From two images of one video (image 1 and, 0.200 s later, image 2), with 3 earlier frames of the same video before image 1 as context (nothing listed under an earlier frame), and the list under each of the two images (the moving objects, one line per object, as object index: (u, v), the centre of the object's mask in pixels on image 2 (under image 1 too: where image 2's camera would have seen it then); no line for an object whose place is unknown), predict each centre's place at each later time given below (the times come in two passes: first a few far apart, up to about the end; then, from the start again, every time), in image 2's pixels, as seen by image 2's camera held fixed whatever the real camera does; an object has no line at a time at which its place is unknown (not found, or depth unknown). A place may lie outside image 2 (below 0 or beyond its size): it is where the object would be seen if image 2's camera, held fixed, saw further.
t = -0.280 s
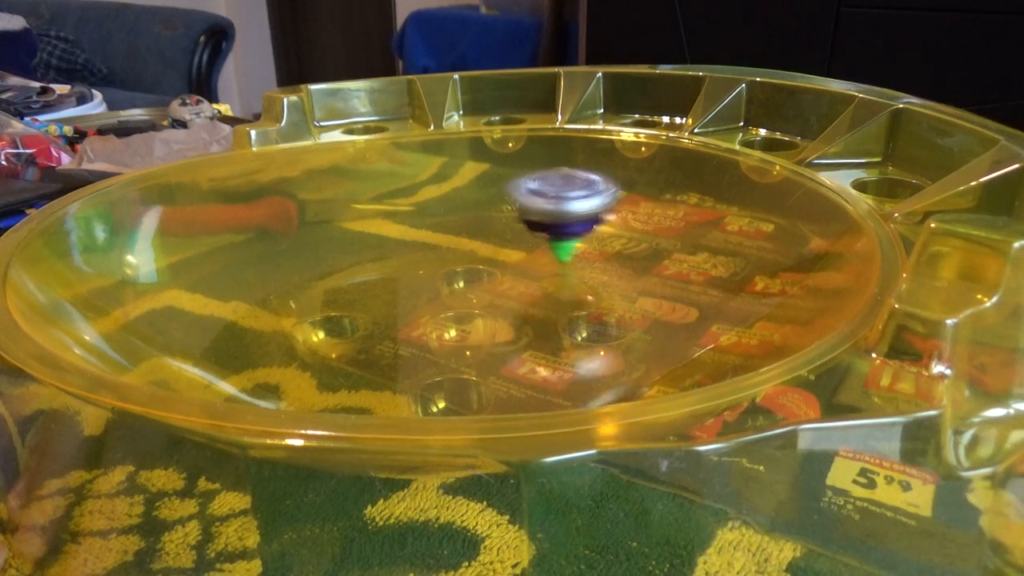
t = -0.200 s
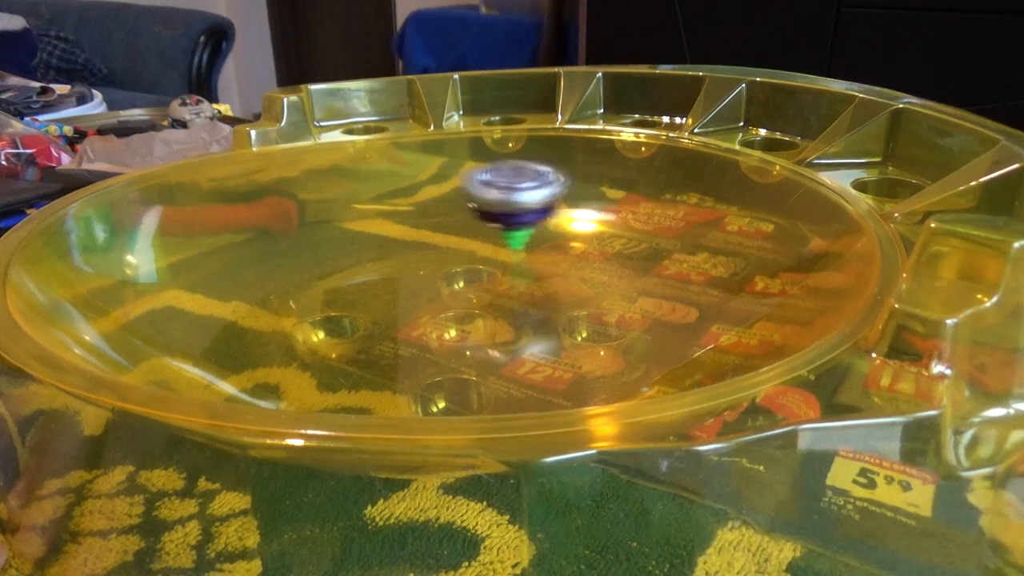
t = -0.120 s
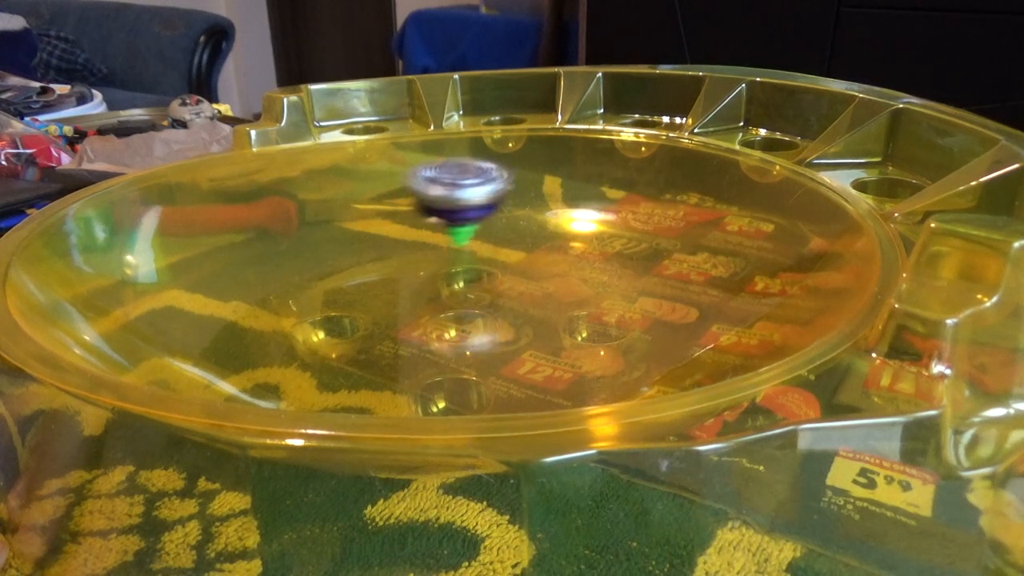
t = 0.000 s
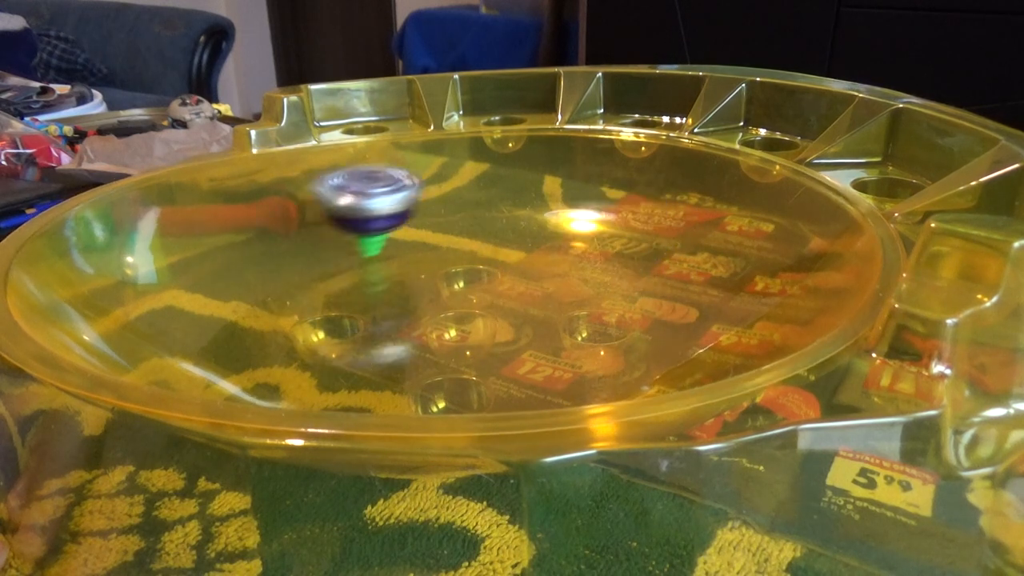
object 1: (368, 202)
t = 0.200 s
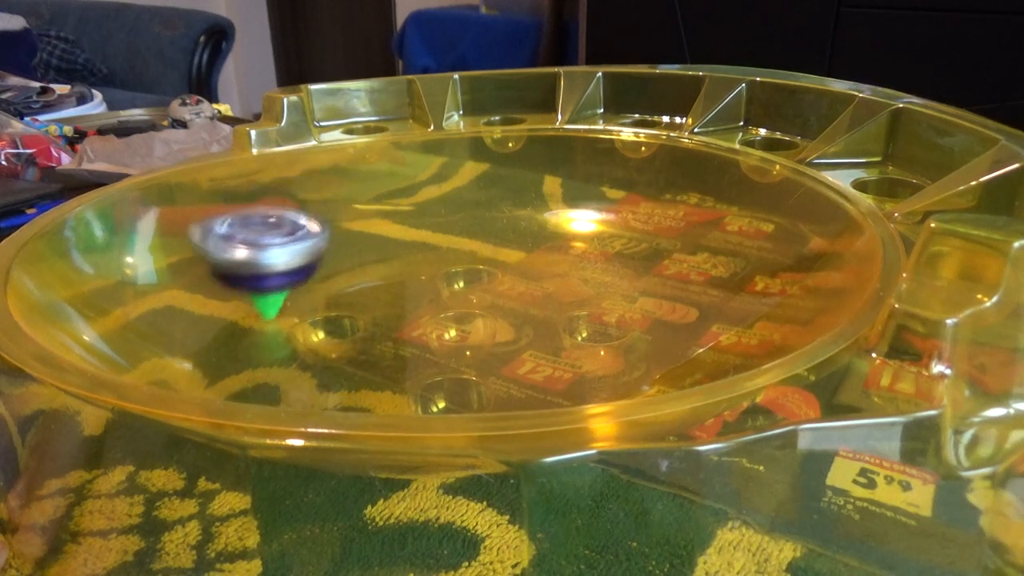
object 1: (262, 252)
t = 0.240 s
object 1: (260, 266)
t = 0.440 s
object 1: (352, 305)
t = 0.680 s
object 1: (542, 289)
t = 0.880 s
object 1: (604, 240)
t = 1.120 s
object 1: (516, 193)
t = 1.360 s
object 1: (345, 209)
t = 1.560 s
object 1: (293, 258)
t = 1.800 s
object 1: (398, 298)
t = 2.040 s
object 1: (568, 287)
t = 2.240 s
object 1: (609, 240)
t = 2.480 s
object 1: (513, 200)
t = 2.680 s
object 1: (392, 201)
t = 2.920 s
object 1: (277, 248)
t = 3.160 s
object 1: (336, 291)
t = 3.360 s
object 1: (469, 294)
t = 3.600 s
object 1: (578, 251)
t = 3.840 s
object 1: (534, 203)
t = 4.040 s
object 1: (425, 195)
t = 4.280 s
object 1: (304, 236)
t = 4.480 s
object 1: (333, 275)
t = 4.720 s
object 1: (470, 294)
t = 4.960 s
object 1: (592, 261)
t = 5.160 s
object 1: (568, 220)
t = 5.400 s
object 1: (464, 199)
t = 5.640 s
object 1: (341, 215)
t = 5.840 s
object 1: (290, 251)
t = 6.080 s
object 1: (353, 284)
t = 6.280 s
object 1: (467, 283)
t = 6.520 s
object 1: (562, 246)
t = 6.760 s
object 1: (527, 205)
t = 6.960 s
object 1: (437, 196)
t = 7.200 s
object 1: (323, 228)
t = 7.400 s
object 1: (325, 263)
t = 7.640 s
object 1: (422, 290)
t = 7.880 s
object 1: (550, 275)
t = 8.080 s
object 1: (579, 239)
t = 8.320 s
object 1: (508, 207)
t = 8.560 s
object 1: (402, 203)
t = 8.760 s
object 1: (313, 226)
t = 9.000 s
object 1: (310, 263)
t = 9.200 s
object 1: (389, 281)
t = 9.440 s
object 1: (513, 268)
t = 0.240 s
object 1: (260, 266)
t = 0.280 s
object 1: (266, 278)
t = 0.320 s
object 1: (280, 286)
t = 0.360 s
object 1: (301, 294)
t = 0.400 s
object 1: (324, 300)
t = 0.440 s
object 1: (352, 305)
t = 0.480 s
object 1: (381, 308)
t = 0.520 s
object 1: (417, 308)
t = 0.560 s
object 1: (450, 306)
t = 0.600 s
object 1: (483, 302)
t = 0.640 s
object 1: (514, 296)
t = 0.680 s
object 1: (542, 289)
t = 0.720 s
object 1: (566, 281)
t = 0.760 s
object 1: (585, 273)
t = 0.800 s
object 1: (597, 263)
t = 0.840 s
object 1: (603, 250)
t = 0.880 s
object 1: (604, 240)
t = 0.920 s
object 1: (598, 229)
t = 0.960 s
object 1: (587, 219)
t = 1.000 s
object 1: (573, 210)
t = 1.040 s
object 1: (557, 202)
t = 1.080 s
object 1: (538, 196)
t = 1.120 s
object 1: (516, 193)
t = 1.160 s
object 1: (490, 190)
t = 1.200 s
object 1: (463, 190)
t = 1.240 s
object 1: (432, 192)
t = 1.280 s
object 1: (402, 196)
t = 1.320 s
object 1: (373, 202)
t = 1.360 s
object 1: (345, 209)
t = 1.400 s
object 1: (323, 218)
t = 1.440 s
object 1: (304, 229)
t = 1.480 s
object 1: (293, 240)
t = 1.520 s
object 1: (289, 249)
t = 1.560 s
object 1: (293, 258)
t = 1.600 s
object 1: (301, 267)
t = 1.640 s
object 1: (312, 275)
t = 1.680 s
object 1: (329, 282)
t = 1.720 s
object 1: (349, 289)
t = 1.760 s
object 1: (373, 295)
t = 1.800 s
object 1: (398, 298)
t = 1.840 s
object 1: (427, 300)
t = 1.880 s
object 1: (457, 301)
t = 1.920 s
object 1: (485, 300)
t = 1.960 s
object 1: (515, 297)
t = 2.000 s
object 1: (543, 291)
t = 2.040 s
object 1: (568, 287)
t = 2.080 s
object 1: (588, 279)
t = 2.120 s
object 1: (602, 271)
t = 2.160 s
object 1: (611, 261)
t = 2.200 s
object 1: (612, 249)
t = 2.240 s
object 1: (609, 240)
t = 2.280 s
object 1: (600, 230)
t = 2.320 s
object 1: (586, 221)
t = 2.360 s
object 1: (570, 214)
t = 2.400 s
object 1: (550, 207)
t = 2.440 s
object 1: (532, 203)
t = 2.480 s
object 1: (513, 200)
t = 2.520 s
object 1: (491, 197)
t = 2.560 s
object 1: (469, 196)
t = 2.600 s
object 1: (444, 196)
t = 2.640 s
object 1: (419, 198)
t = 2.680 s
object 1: (392, 201)
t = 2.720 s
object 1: (368, 205)
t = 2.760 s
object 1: (342, 211)
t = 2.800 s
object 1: (320, 219)
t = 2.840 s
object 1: (300, 228)
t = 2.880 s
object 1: (286, 238)
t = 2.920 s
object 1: (277, 248)
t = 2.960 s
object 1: (273, 259)
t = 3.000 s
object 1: (277, 266)
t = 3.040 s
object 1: (287, 273)
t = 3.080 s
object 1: (301, 279)
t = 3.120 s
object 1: (317, 286)
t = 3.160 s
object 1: (336, 291)
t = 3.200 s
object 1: (359, 296)
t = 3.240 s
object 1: (385, 298)
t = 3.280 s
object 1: (413, 297)
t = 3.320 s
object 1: (442, 296)
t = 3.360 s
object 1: (469, 294)
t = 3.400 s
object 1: (496, 289)
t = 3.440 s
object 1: (518, 283)
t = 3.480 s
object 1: (541, 277)
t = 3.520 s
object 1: (558, 270)
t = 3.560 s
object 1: (571, 262)
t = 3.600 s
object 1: (578, 251)
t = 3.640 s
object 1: (581, 242)
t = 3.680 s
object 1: (579, 233)
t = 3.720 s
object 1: (572, 224)
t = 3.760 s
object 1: (561, 216)
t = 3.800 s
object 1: (548, 208)
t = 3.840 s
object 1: (534, 203)
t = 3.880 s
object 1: (518, 198)
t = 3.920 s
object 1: (498, 194)
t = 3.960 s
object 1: (476, 192)
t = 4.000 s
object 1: (451, 193)
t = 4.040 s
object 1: (425, 195)
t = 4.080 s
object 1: (398, 198)
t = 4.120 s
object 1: (373, 203)
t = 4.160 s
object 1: (348, 210)
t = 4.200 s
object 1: (327, 218)
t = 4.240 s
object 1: (312, 227)
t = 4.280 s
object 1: (304, 236)
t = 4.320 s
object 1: (301, 245)
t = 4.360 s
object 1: (303, 253)
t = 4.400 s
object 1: (309, 260)
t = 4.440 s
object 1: (319, 268)
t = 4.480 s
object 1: (333, 275)
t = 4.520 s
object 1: (350, 282)
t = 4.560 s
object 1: (370, 287)
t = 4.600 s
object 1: (394, 291)
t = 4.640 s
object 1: (418, 293)
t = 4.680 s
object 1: (445, 294)
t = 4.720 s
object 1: (470, 294)
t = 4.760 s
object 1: (497, 291)
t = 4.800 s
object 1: (522, 287)
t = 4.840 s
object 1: (547, 282)
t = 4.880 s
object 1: (566, 277)
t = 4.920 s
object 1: (582, 270)
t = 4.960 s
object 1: (592, 261)
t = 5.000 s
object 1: (596, 251)
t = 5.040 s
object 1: (596, 243)
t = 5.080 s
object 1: (590, 234)
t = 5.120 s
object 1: (581, 227)
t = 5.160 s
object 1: (568, 220)
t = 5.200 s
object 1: (552, 214)
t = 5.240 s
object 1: (535, 209)
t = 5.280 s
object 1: (519, 205)
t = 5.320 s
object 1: (502, 203)
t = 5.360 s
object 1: (483, 201)
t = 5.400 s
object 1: (464, 199)
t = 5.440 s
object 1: (445, 200)
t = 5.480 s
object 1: (424, 201)
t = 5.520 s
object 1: (404, 202)
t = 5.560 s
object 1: (382, 205)
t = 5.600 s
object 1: (362, 210)
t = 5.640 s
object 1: (341, 215)
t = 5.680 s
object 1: (323, 221)
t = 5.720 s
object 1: (309, 229)
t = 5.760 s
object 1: (298, 236)
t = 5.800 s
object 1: (293, 244)
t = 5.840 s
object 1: (290, 251)
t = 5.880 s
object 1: (291, 258)
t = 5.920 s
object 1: (298, 263)
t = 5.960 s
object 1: (307, 270)
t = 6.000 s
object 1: (321, 275)
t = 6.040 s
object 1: (335, 280)
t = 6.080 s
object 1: (353, 284)
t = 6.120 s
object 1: (376, 287)
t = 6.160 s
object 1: (396, 288)
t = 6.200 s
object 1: (421, 287)
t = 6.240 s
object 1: (443, 286)
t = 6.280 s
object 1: (467, 283)
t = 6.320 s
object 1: (491, 279)
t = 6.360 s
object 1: (511, 274)
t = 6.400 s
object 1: (529, 269)
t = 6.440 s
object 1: (543, 263)
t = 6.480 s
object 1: (554, 256)
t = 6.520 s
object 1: (562, 246)
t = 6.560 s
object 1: (565, 238)
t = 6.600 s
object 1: (563, 231)
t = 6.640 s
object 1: (558, 223)
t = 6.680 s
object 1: (549, 216)
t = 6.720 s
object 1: (538, 210)
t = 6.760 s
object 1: (527, 205)
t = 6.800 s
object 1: (514, 201)
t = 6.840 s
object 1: (498, 198)
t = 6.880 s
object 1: (481, 195)
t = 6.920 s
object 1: (461, 194)
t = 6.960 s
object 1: (437, 196)
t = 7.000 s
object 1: (414, 199)
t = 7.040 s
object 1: (390, 202)
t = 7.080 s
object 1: (367, 207)
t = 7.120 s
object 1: (348, 214)
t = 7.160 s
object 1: (333, 221)
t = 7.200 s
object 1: (323, 228)
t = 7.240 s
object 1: (318, 235)
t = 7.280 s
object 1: (317, 242)
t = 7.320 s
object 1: (317, 249)
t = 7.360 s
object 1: (319, 256)
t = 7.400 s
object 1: (325, 263)
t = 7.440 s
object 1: (335, 270)
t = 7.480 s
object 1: (346, 276)
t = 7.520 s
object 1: (363, 281)
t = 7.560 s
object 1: (381, 286)
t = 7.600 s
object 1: (400, 288)
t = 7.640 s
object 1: (422, 290)
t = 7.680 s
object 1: (444, 290)
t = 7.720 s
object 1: (468, 290)
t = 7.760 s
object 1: (490, 289)
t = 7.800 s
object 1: (512, 284)
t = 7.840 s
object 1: (533, 280)
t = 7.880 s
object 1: (550, 275)
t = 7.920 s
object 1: (564, 271)
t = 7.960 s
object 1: (574, 264)
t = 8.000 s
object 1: (580, 253)
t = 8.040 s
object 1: (581, 246)
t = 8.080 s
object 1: (579, 239)
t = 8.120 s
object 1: (572, 232)
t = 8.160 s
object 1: (562, 225)
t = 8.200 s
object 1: (551, 219)
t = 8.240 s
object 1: (537, 214)
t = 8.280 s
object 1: (523, 210)
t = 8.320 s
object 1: (508, 207)
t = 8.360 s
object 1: (491, 204)
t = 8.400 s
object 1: (474, 203)
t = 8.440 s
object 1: (457, 201)
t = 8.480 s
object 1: (440, 201)
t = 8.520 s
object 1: (422, 201)
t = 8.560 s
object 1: (402, 203)
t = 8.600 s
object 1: (384, 206)
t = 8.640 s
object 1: (365, 209)
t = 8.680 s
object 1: (344, 214)
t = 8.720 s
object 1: (327, 219)
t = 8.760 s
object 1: (313, 226)
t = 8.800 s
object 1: (304, 233)
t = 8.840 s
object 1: (299, 240)
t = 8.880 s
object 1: (298, 245)
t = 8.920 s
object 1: (299, 252)
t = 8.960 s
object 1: (303, 257)
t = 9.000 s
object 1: (310, 263)
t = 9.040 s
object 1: (321, 268)
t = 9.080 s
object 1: (335, 273)
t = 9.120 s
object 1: (351, 277)
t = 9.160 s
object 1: (370, 279)
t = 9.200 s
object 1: (389, 281)
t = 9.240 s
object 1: (411, 281)
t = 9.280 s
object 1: (433, 280)
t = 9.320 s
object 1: (454, 278)
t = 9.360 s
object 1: (475, 275)
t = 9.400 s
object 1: (495, 272)
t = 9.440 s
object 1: (513, 268)
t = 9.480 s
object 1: (528, 262)
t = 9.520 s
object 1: (540, 257)
